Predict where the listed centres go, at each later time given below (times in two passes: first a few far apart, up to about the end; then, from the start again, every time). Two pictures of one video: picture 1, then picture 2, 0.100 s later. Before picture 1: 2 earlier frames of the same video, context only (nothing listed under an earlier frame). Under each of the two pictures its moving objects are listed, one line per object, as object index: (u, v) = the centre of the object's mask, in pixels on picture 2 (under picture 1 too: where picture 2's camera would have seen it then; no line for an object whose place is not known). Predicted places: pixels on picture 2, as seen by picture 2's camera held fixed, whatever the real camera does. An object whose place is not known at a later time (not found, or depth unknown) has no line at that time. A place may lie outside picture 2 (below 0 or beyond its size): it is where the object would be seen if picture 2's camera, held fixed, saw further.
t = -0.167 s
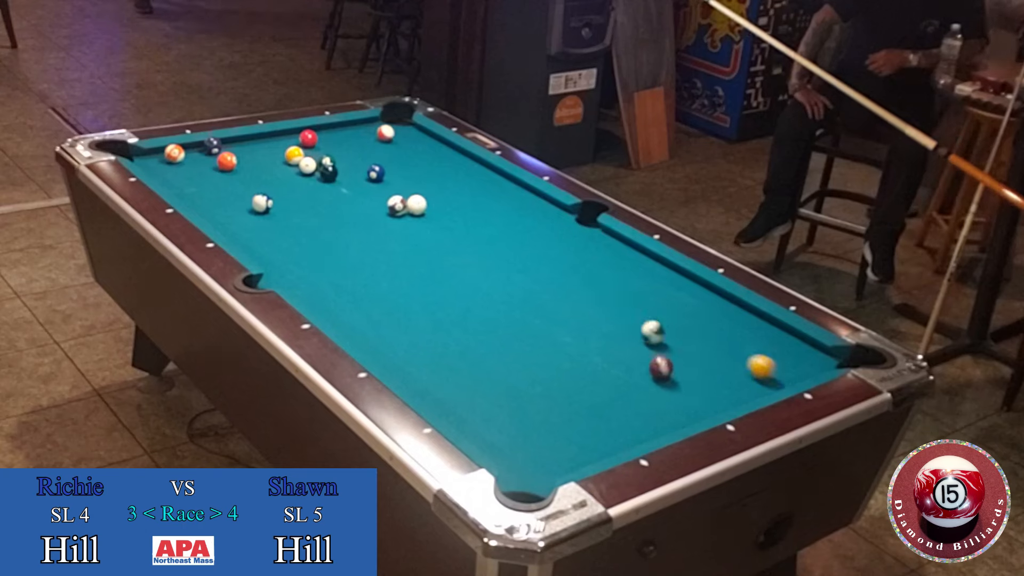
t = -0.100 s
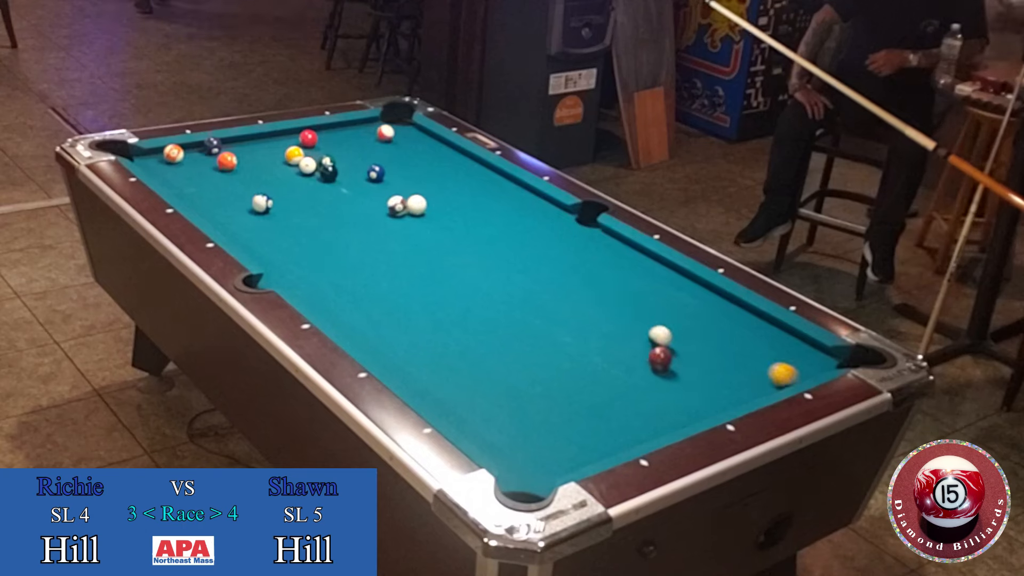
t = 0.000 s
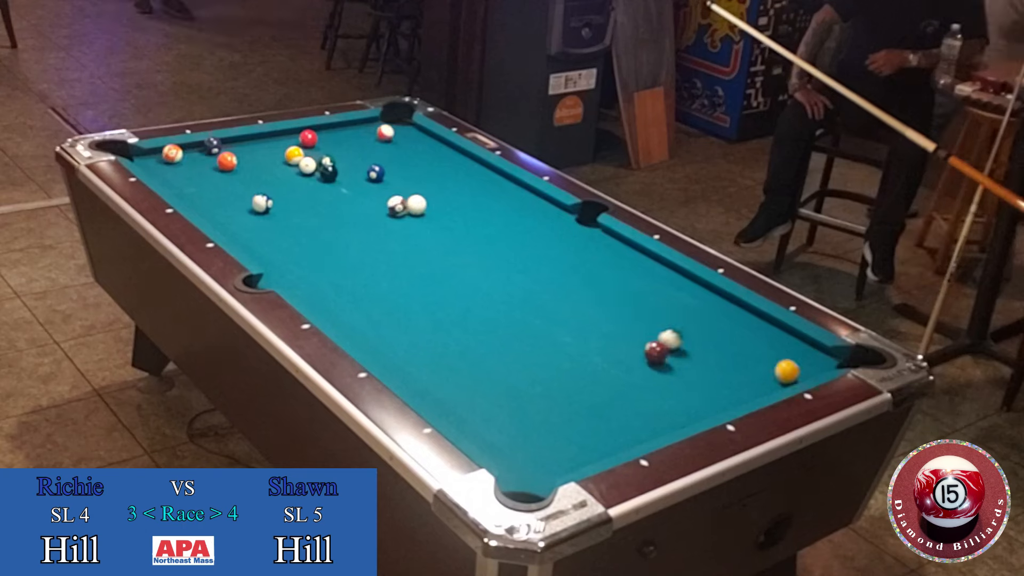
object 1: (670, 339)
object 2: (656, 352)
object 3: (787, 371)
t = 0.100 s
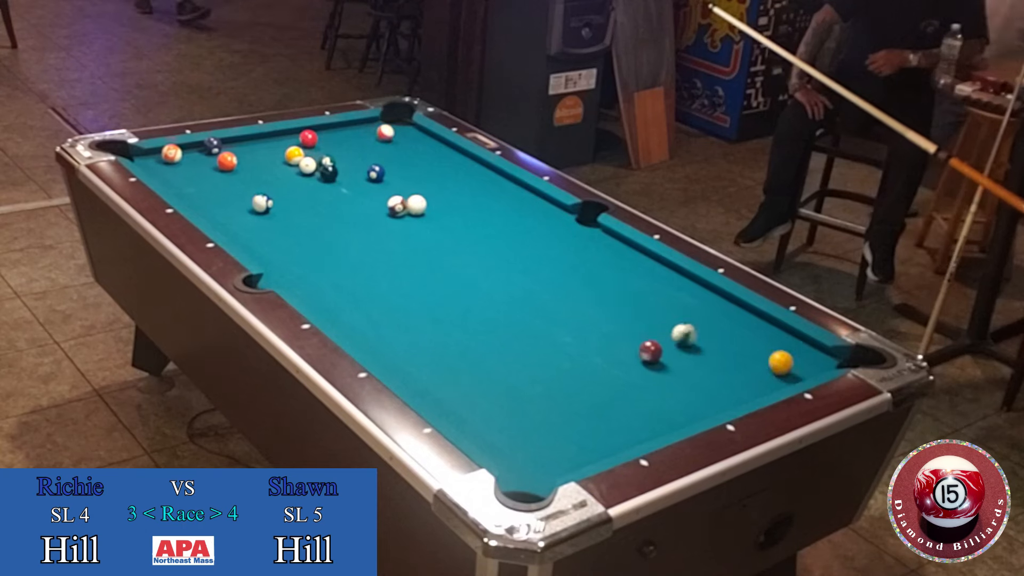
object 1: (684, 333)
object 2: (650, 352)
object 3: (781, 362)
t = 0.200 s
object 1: (697, 331)
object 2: (645, 351)
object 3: (774, 354)
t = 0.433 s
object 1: (722, 326)
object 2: (635, 348)
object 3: (761, 336)
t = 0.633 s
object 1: (733, 320)
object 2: (628, 347)
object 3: (763, 325)
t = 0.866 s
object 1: (730, 310)
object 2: (622, 346)
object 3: (758, 321)
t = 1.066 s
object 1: (729, 303)
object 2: (618, 345)
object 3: (746, 320)
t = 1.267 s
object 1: (725, 298)
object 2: (618, 345)
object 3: (735, 319)
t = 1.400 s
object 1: (720, 297)
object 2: (618, 345)
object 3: (729, 319)
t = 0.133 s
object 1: (687, 332)
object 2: (648, 352)
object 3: (778, 360)
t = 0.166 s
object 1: (692, 332)
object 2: (647, 351)
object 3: (777, 357)
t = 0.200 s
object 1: (697, 331)
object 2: (645, 351)
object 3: (774, 354)
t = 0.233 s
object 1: (701, 331)
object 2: (643, 351)
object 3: (772, 351)
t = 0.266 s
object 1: (704, 331)
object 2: (642, 350)
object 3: (771, 349)
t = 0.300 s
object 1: (708, 330)
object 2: (640, 350)
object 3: (768, 346)
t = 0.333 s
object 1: (712, 329)
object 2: (639, 349)
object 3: (767, 344)
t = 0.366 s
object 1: (716, 328)
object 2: (638, 349)
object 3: (765, 341)
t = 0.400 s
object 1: (719, 327)
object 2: (636, 349)
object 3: (763, 338)
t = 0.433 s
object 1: (722, 326)
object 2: (635, 348)
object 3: (761, 336)
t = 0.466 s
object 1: (727, 325)
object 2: (633, 348)
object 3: (759, 333)
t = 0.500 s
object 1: (731, 324)
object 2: (632, 348)
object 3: (758, 331)
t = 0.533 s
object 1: (734, 324)
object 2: (631, 348)
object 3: (756, 329)
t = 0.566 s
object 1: (733, 322)
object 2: (630, 348)
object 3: (759, 328)
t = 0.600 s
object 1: (732, 321)
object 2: (629, 347)
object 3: (761, 326)
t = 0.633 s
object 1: (733, 320)
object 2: (628, 347)
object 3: (763, 325)
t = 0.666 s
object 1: (732, 319)
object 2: (627, 347)
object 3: (765, 324)
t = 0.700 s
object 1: (732, 317)
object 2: (626, 347)
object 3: (767, 322)
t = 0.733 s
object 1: (731, 315)
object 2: (625, 347)
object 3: (767, 321)
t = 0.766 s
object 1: (731, 314)
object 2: (624, 347)
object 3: (765, 321)
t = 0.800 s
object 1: (731, 313)
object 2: (623, 346)
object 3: (763, 321)
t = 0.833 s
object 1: (730, 312)
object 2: (622, 346)
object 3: (761, 321)
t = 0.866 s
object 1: (730, 310)
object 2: (622, 346)
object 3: (758, 321)
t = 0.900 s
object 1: (730, 309)
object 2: (621, 346)
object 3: (756, 321)
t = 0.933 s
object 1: (730, 307)
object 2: (620, 346)
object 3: (754, 320)
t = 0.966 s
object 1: (730, 307)
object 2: (620, 345)
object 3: (752, 320)
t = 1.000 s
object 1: (730, 305)
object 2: (619, 345)
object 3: (750, 320)
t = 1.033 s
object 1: (730, 304)
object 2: (619, 345)
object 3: (748, 320)
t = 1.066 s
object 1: (729, 303)
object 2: (618, 345)
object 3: (746, 320)
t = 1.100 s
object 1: (728, 302)
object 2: (618, 345)
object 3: (744, 320)
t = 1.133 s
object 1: (728, 301)
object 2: (618, 345)
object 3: (742, 320)
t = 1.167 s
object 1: (727, 300)
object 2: (618, 345)
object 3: (740, 320)
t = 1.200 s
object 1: (727, 299)
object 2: (618, 345)
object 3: (739, 319)
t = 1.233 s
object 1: (726, 299)
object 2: (618, 345)
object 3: (737, 319)
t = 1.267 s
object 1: (725, 298)
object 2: (618, 345)
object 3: (735, 319)
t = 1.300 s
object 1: (723, 298)
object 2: (618, 345)
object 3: (733, 319)
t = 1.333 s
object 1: (722, 298)
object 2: (618, 345)
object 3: (732, 319)
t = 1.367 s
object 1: (721, 297)
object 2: (618, 345)
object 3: (730, 319)
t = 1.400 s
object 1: (720, 297)
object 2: (618, 345)
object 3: (729, 319)
